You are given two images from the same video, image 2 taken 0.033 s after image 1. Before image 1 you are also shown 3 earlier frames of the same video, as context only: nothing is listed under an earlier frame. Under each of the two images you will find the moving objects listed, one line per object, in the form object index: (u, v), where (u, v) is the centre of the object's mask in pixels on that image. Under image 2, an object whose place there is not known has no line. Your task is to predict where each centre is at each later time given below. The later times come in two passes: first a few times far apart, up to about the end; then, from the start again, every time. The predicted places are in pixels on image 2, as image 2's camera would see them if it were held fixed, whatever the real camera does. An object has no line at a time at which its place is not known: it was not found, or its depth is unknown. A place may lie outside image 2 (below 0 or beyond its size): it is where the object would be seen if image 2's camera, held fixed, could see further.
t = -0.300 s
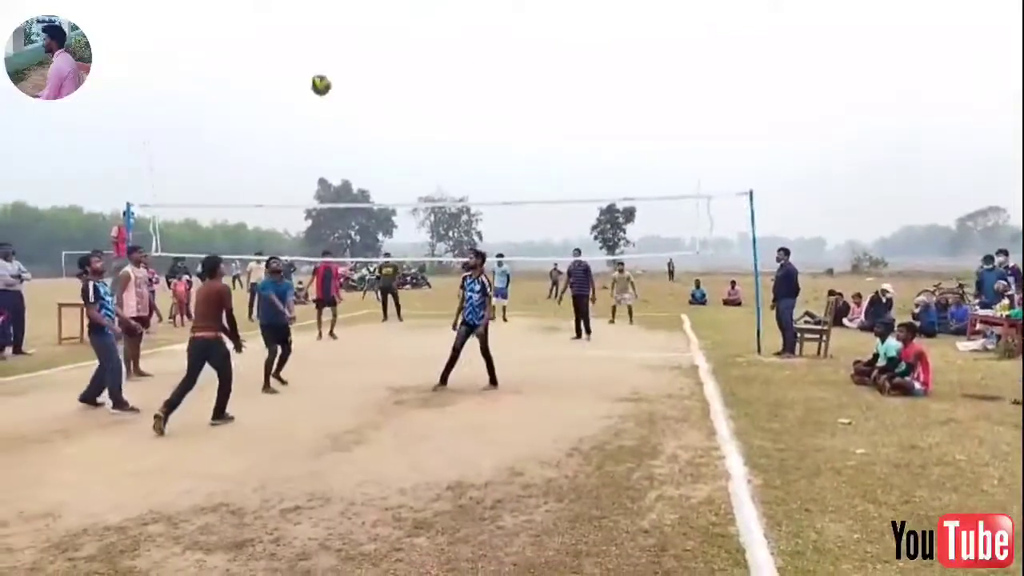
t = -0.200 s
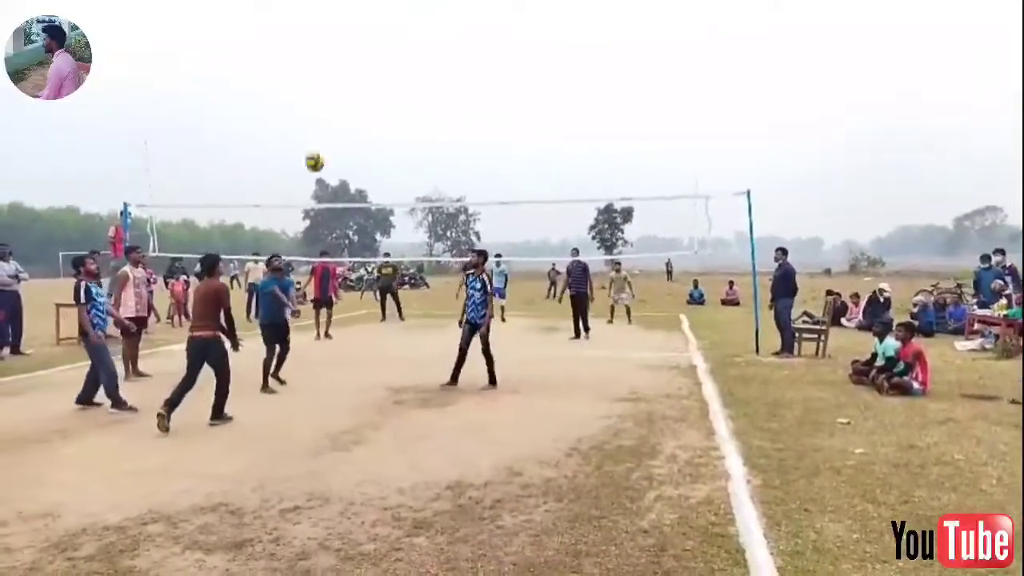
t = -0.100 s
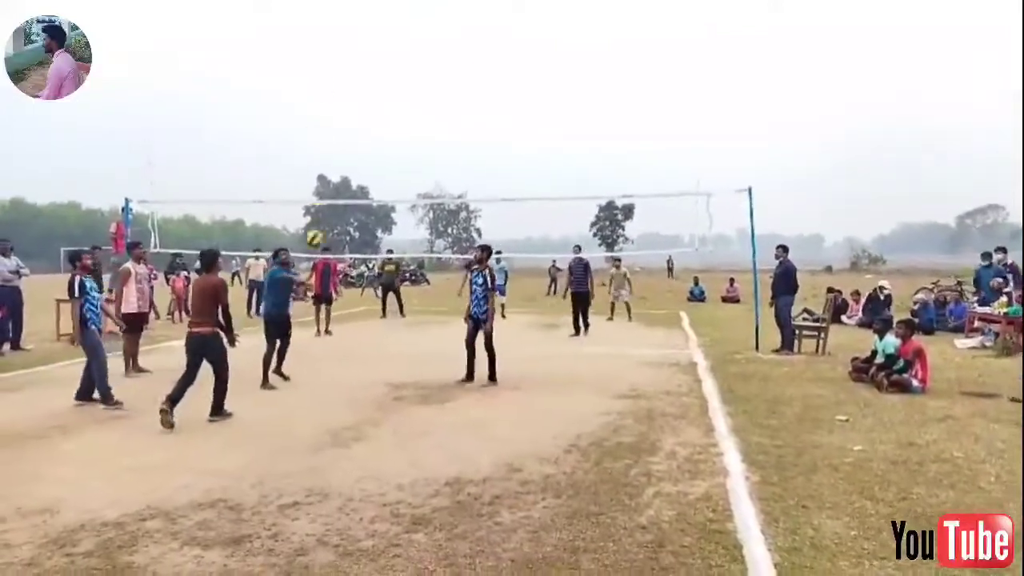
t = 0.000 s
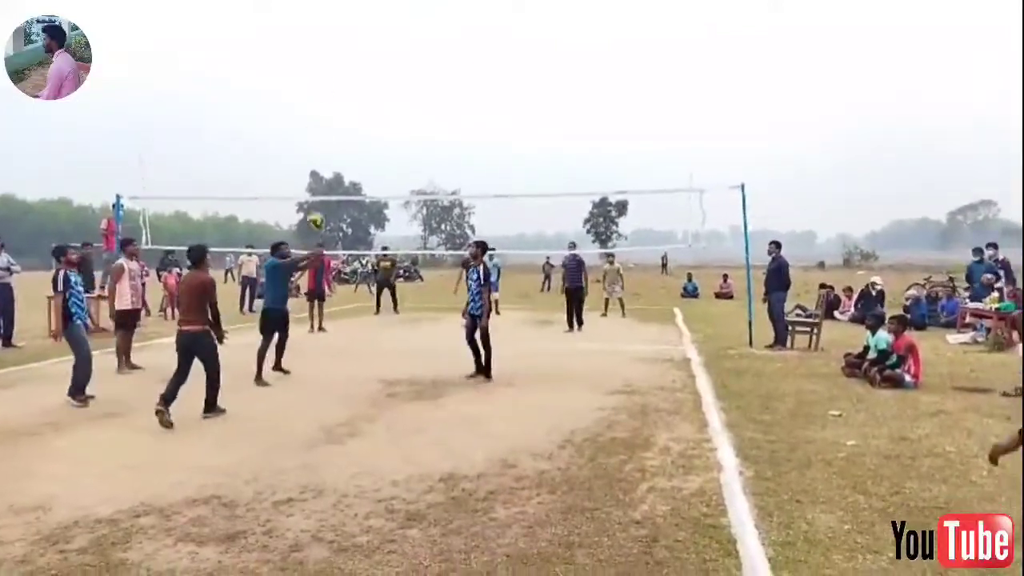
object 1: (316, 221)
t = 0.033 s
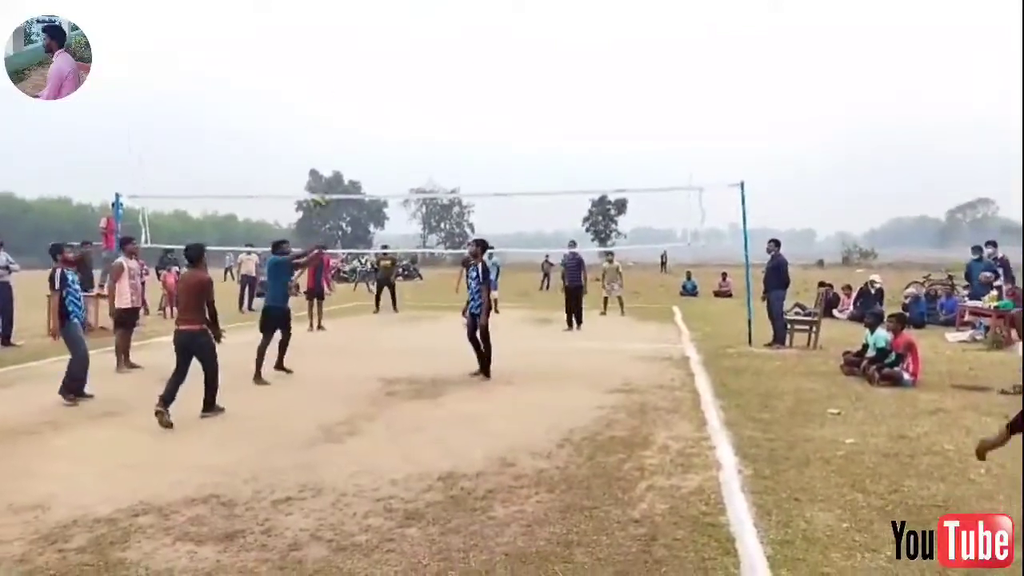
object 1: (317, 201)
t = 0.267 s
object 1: (342, 119)
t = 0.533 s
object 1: (363, 96)
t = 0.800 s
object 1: (376, 117)
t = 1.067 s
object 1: (387, 169)
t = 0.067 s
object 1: (323, 186)
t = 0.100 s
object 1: (327, 171)
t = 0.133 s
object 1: (330, 158)
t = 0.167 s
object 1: (333, 147)
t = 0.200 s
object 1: (336, 136)
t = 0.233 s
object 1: (340, 127)
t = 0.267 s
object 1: (342, 119)
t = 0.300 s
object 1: (345, 113)
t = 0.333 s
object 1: (348, 108)
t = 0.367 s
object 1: (350, 104)
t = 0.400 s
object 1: (353, 101)
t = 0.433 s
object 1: (355, 98)
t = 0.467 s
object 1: (358, 96)
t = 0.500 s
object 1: (360, 96)
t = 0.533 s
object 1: (363, 96)
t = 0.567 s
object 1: (363, 96)
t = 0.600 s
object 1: (365, 97)
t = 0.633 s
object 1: (368, 99)
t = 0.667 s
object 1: (371, 101)
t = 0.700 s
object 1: (371, 104)
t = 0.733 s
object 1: (372, 108)
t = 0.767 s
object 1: (374, 112)
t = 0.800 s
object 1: (376, 117)
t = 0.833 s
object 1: (377, 122)
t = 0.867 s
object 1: (379, 127)
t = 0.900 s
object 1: (380, 133)
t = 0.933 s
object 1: (381, 139)
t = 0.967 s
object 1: (383, 146)
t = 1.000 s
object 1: (385, 154)
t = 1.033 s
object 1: (386, 161)
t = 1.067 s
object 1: (387, 169)
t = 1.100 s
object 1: (388, 176)
